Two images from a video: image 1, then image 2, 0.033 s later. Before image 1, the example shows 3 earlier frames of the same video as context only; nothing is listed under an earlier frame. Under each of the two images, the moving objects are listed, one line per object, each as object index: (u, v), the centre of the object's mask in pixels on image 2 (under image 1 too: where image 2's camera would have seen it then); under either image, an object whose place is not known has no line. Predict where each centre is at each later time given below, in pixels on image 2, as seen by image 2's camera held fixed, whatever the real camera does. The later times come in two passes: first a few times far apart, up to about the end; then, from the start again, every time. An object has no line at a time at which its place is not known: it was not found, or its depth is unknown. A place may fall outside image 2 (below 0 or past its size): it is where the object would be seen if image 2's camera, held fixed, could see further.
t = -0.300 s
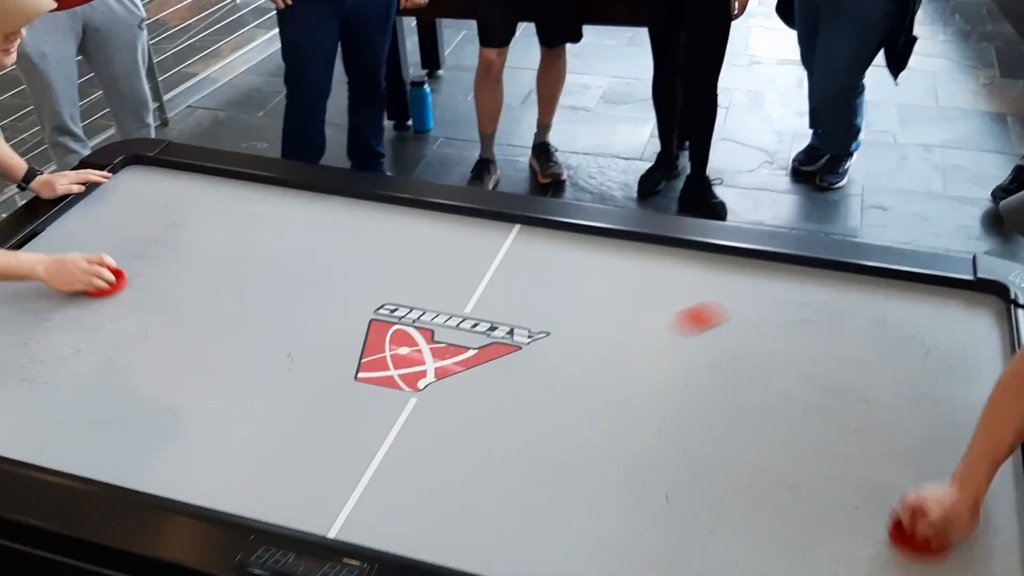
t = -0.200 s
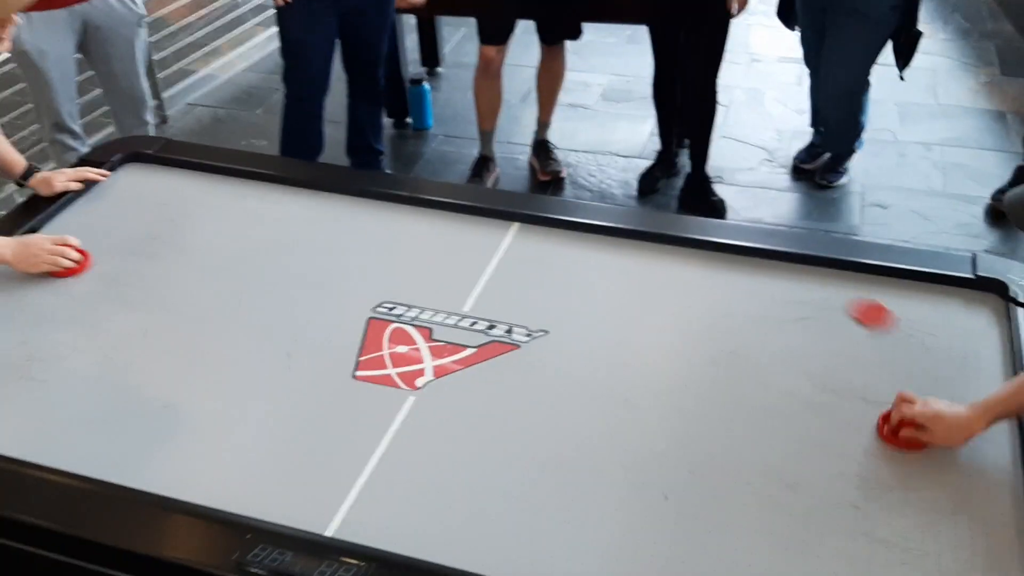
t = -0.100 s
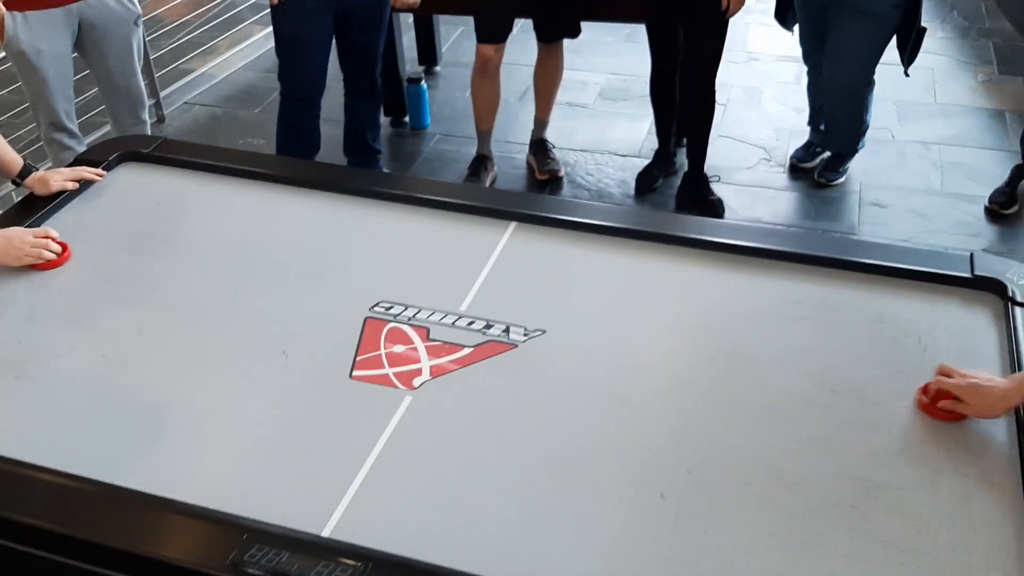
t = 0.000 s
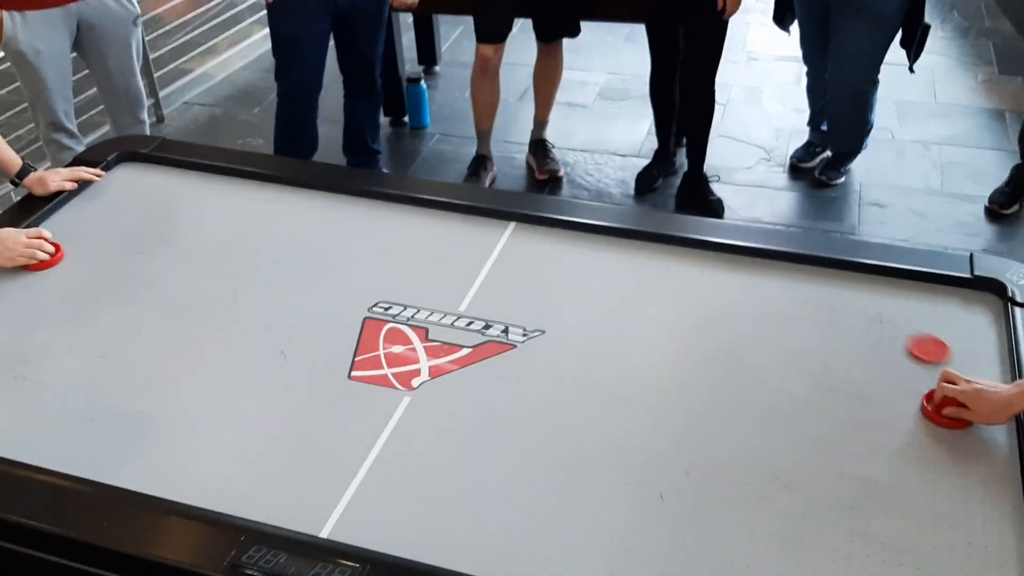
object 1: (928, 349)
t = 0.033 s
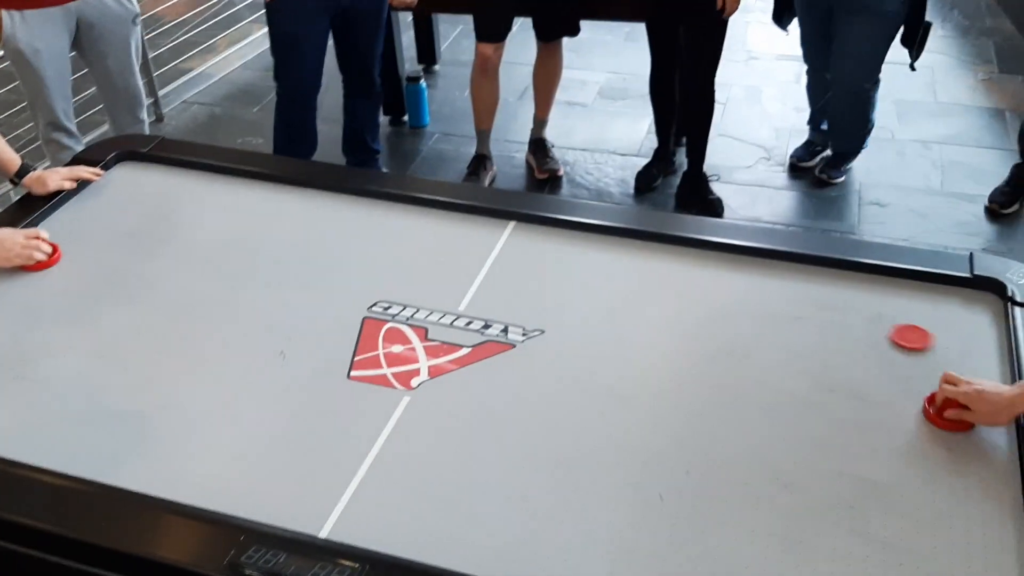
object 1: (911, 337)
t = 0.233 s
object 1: (834, 286)
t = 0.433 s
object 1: (779, 284)
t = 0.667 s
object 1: (714, 299)
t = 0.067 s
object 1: (896, 327)
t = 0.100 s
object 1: (881, 318)
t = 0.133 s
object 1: (868, 308)
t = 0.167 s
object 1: (855, 300)
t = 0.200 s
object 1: (844, 293)
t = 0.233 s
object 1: (834, 286)
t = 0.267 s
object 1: (824, 281)
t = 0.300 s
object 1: (815, 277)
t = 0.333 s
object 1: (806, 279)
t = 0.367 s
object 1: (797, 281)
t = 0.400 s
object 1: (788, 283)
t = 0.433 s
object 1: (779, 284)
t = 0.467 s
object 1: (770, 287)
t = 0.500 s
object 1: (761, 289)
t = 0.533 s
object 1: (752, 291)
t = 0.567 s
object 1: (742, 293)
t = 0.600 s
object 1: (733, 295)
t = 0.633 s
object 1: (723, 297)
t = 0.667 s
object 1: (714, 299)
